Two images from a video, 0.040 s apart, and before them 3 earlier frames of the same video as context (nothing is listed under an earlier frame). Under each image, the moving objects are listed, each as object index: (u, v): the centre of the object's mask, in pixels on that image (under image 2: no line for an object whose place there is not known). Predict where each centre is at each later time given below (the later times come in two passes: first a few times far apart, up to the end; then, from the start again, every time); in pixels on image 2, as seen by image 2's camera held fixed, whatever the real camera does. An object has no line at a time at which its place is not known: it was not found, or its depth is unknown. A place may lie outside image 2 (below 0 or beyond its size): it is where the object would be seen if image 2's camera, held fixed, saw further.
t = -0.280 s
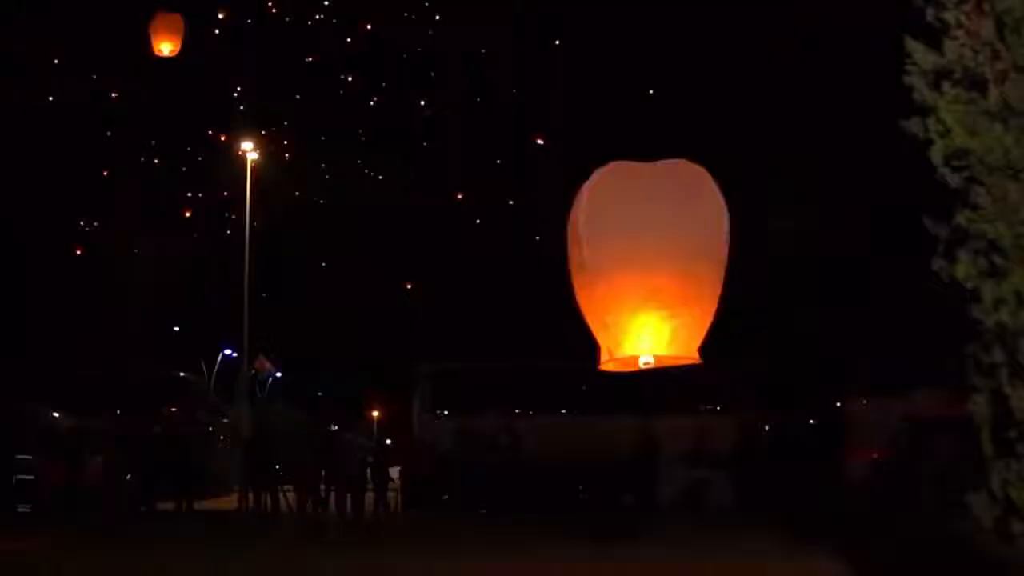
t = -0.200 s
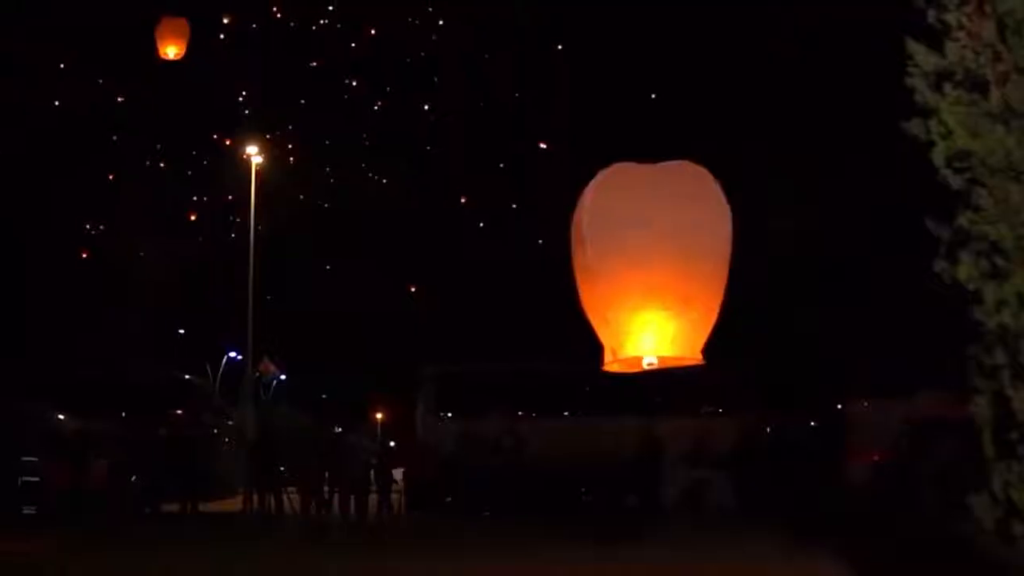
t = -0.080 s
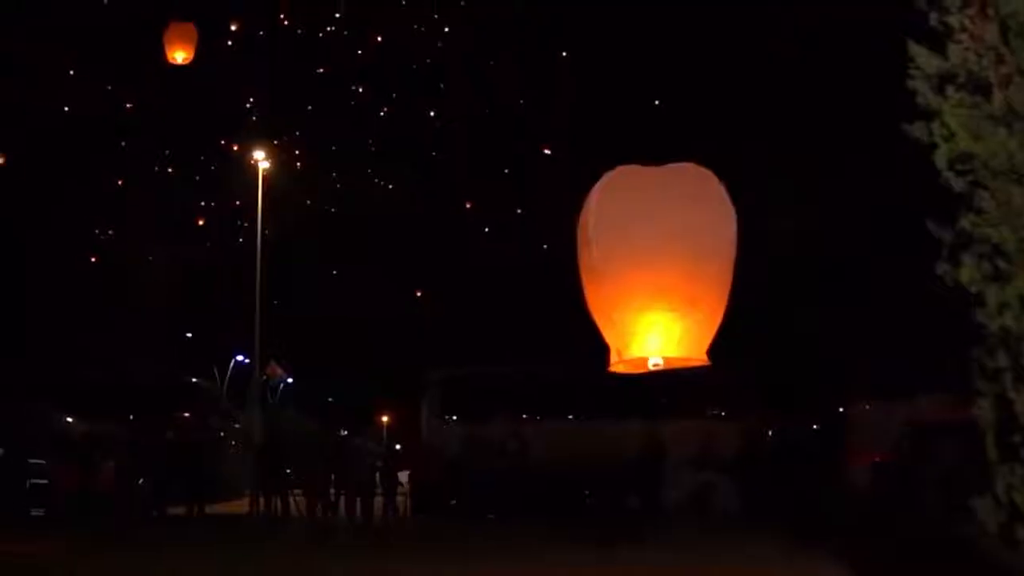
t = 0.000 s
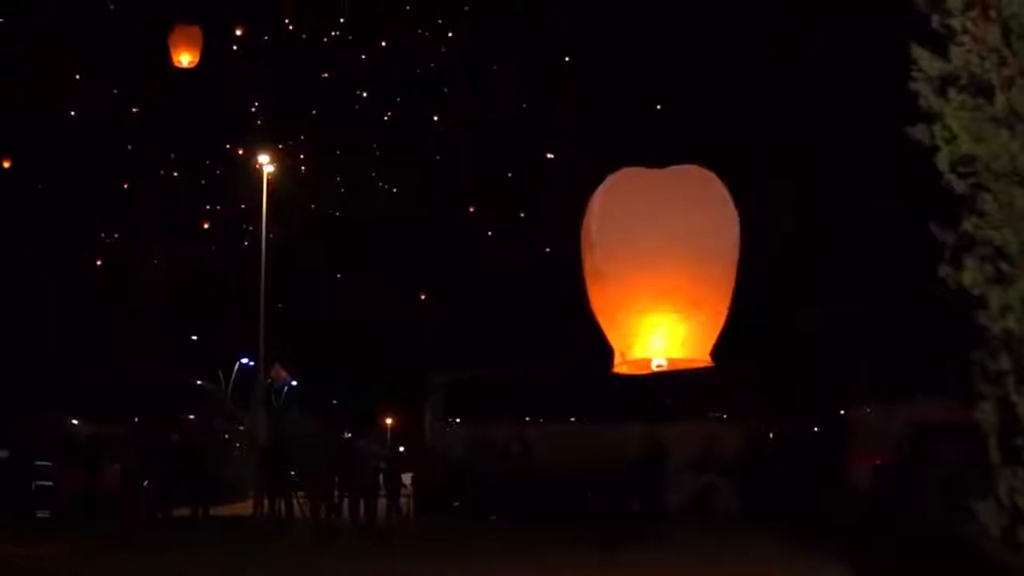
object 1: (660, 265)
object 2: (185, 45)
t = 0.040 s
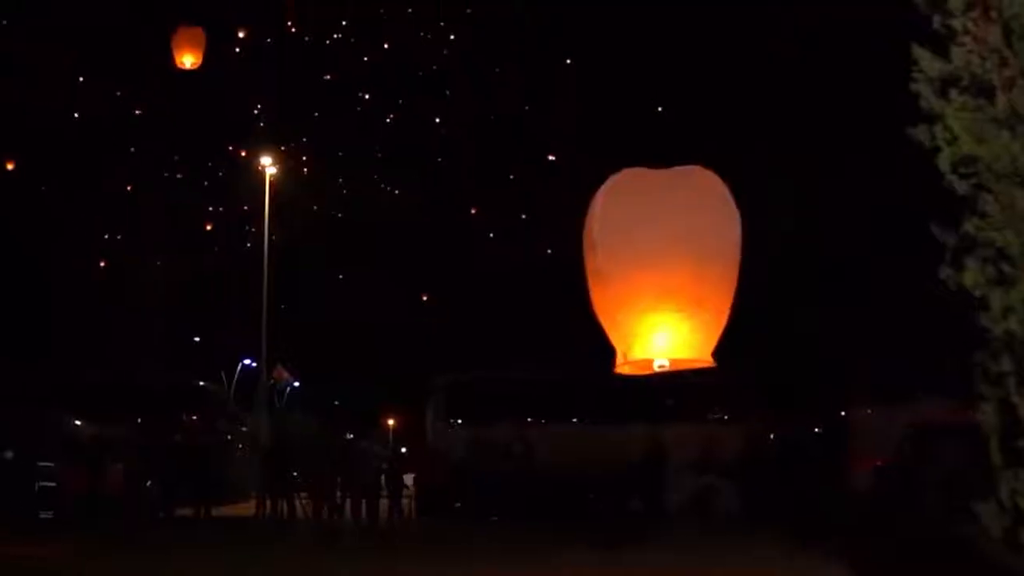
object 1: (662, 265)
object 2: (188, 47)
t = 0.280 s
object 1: (667, 260)
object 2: (194, 47)
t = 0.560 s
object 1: (674, 253)
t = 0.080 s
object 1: (663, 265)
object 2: (189, 47)
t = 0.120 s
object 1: (664, 264)
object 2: (190, 46)
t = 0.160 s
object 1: (664, 263)
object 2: (191, 46)
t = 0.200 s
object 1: (665, 262)
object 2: (192, 46)
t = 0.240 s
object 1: (666, 261)
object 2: (193, 46)
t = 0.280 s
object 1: (667, 260)
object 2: (194, 47)
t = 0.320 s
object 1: (669, 259)
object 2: (196, 46)
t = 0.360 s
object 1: (670, 259)
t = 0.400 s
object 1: (671, 257)
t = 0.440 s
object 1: (671, 257)
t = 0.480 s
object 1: (672, 256)
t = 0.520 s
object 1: (673, 254)
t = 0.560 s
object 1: (674, 253)
